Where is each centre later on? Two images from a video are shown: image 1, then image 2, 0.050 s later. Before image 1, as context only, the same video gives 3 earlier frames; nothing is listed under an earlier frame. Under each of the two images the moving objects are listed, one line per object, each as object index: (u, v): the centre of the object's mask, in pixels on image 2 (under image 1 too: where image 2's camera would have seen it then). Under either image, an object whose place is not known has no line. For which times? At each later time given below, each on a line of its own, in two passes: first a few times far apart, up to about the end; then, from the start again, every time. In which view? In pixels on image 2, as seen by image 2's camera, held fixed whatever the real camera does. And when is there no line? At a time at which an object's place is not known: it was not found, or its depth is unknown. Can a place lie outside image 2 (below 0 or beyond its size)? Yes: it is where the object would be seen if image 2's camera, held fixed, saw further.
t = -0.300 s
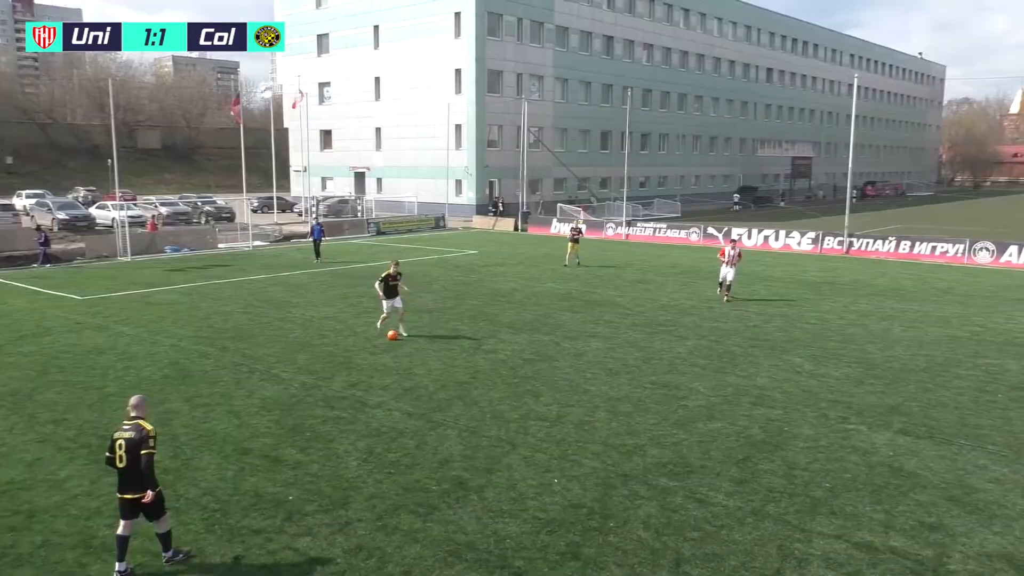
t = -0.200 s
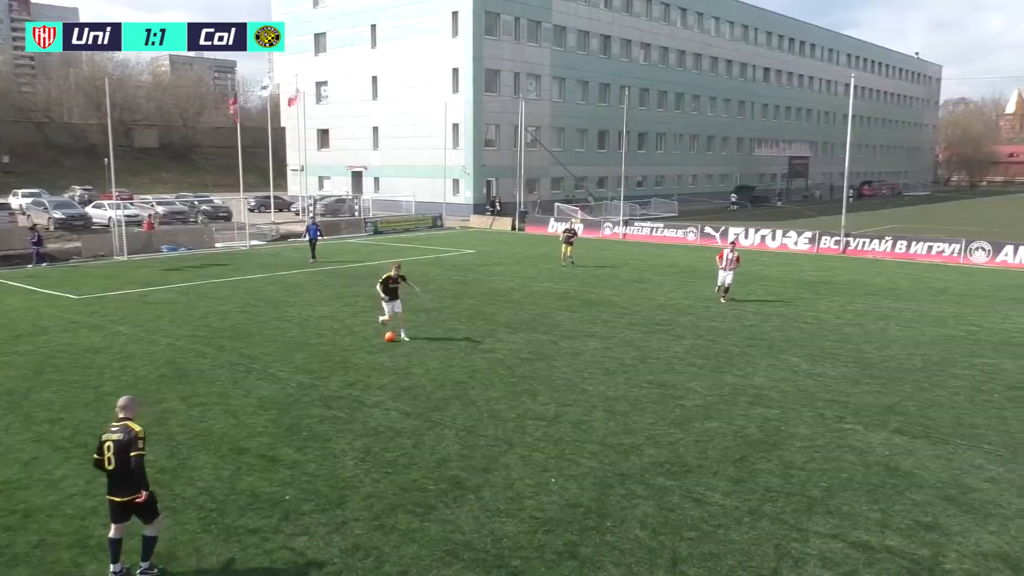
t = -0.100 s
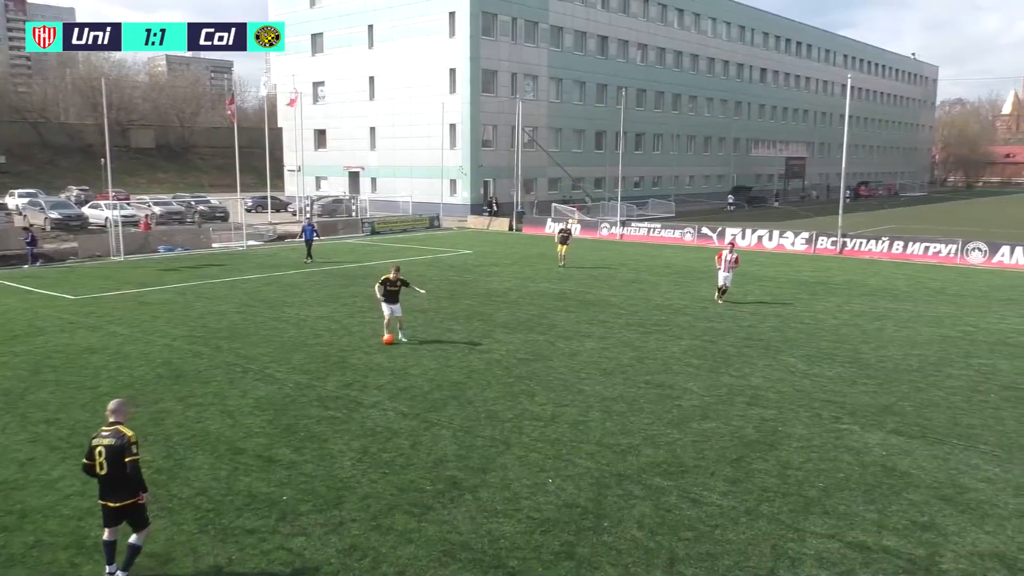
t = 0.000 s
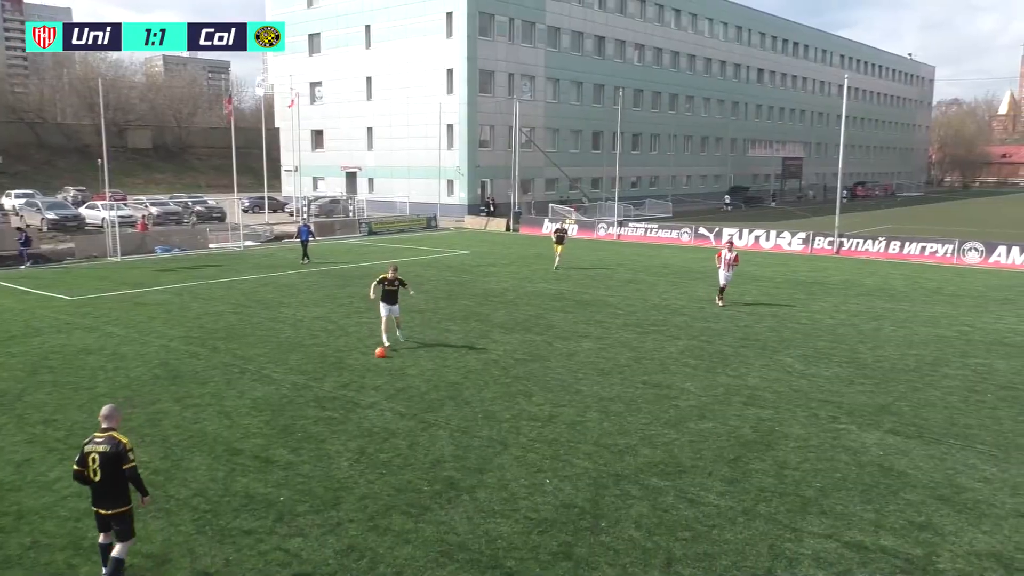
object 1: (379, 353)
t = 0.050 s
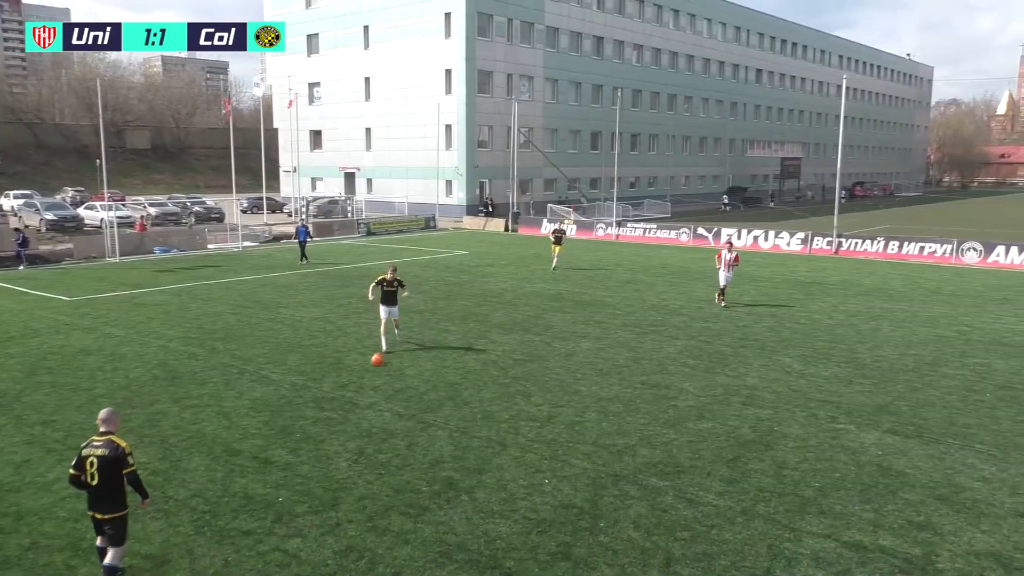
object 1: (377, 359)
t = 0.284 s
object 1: (366, 390)
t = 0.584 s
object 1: (350, 430)
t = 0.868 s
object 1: (332, 469)
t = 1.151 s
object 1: (310, 516)
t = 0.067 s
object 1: (376, 361)
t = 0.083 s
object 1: (375, 364)
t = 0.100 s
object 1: (374, 366)
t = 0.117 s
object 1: (373, 368)
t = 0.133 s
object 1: (373, 371)
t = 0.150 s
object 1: (372, 372)
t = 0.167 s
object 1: (371, 374)
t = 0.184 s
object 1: (370, 376)
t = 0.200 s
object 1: (370, 379)
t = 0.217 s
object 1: (368, 382)
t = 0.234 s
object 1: (368, 383)
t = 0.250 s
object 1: (367, 386)
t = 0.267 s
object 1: (366, 387)
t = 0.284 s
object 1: (366, 390)
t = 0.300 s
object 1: (365, 392)
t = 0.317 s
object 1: (364, 394)
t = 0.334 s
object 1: (363, 396)
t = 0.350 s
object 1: (362, 397)
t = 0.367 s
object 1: (361, 400)
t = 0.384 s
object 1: (361, 401)
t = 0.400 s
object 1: (359, 404)
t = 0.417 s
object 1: (359, 407)
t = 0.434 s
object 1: (358, 410)
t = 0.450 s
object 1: (357, 413)
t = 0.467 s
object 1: (356, 414)
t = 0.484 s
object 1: (355, 416)
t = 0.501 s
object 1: (354, 419)
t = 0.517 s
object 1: (353, 421)
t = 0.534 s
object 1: (352, 423)
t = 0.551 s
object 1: (352, 425)
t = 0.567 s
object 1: (351, 427)
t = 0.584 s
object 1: (350, 430)
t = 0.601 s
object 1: (349, 432)
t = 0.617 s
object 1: (348, 435)
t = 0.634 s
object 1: (347, 437)
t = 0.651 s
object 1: (345, 439)
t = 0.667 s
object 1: (345, 441)
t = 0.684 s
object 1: (344, 444)
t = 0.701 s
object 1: (343, 446)
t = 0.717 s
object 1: (342, 449)
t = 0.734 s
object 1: (341, 451)
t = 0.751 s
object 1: (340, 453)
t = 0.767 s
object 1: (338, 455)
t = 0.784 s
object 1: (338, 457)
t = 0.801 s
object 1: (337, 459)
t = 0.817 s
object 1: (335, 462)
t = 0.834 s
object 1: (334, 465)
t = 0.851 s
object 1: (333, 467)
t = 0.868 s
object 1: (332, 469)
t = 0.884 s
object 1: (330, 472)
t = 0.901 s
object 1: (329, 475)
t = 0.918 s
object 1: (329, 478)
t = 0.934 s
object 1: (327, 481)
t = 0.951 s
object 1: (326, 483)
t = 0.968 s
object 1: (325, 485)
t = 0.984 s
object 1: (323, 488)
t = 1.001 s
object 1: (322, 490)
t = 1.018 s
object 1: (320, 493)
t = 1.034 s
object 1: (319, 496)
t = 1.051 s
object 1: (318, 499)
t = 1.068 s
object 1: (317, 502)
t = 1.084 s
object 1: (316, 505)
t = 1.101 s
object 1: (315, 508)
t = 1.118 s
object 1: (313, 511)
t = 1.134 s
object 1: (311, 513)
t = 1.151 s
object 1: (310, 516)
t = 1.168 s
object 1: (309, 520)
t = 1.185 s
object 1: (307, 522)
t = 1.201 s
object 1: (306, 526)
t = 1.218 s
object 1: (304, 530)
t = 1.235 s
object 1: (302, 532)
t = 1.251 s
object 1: (301, 536)
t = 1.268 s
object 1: (299, 539)
